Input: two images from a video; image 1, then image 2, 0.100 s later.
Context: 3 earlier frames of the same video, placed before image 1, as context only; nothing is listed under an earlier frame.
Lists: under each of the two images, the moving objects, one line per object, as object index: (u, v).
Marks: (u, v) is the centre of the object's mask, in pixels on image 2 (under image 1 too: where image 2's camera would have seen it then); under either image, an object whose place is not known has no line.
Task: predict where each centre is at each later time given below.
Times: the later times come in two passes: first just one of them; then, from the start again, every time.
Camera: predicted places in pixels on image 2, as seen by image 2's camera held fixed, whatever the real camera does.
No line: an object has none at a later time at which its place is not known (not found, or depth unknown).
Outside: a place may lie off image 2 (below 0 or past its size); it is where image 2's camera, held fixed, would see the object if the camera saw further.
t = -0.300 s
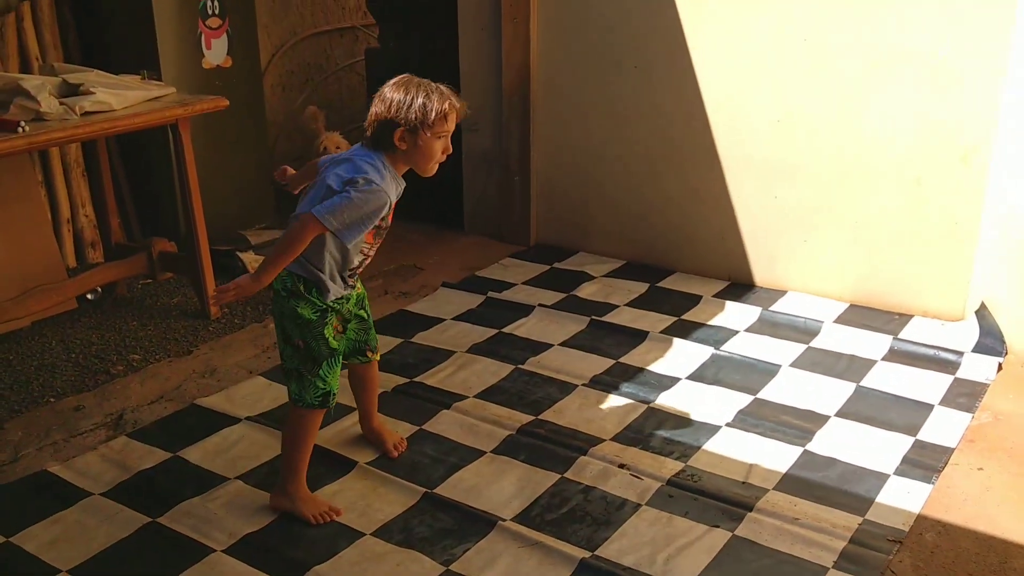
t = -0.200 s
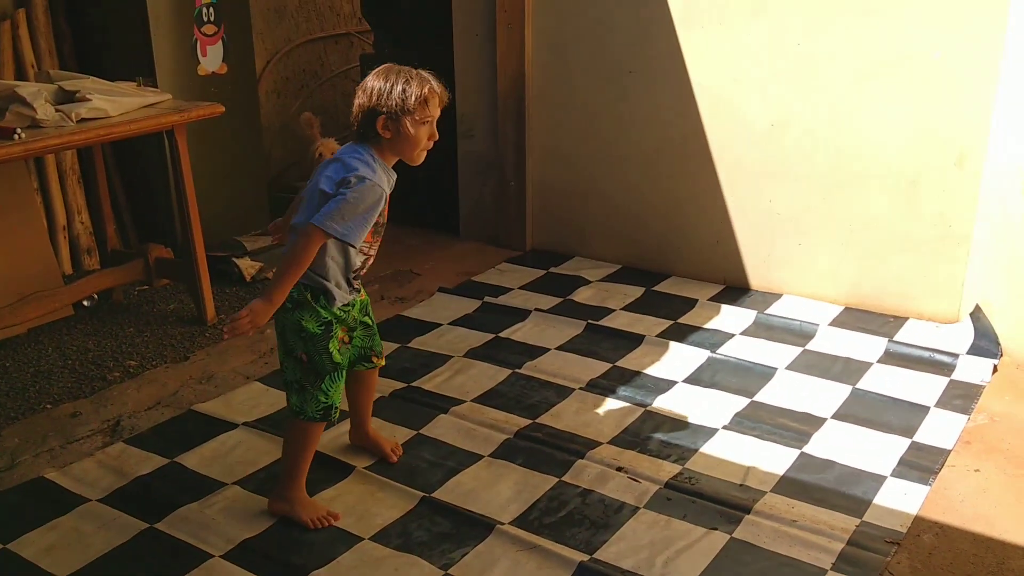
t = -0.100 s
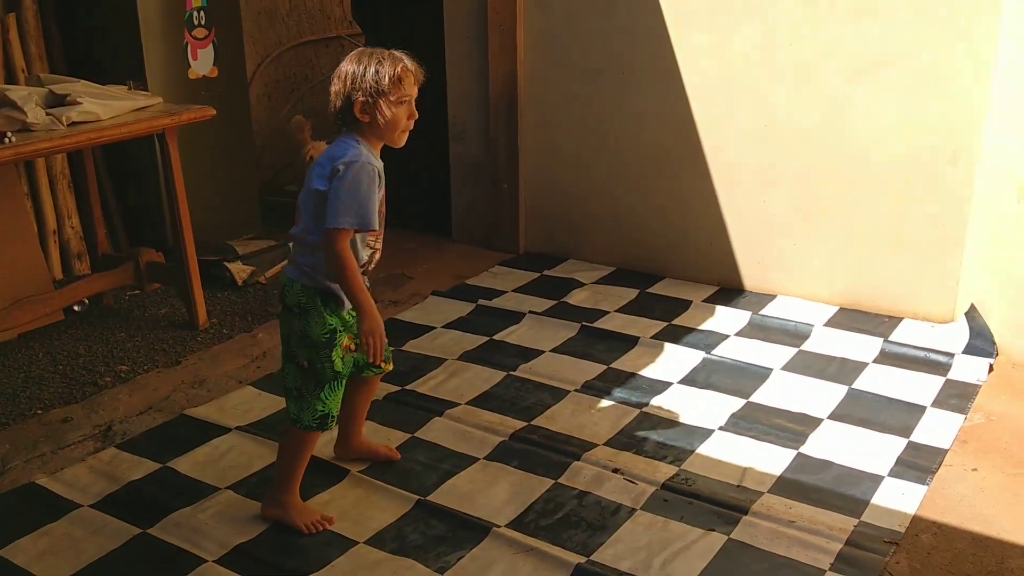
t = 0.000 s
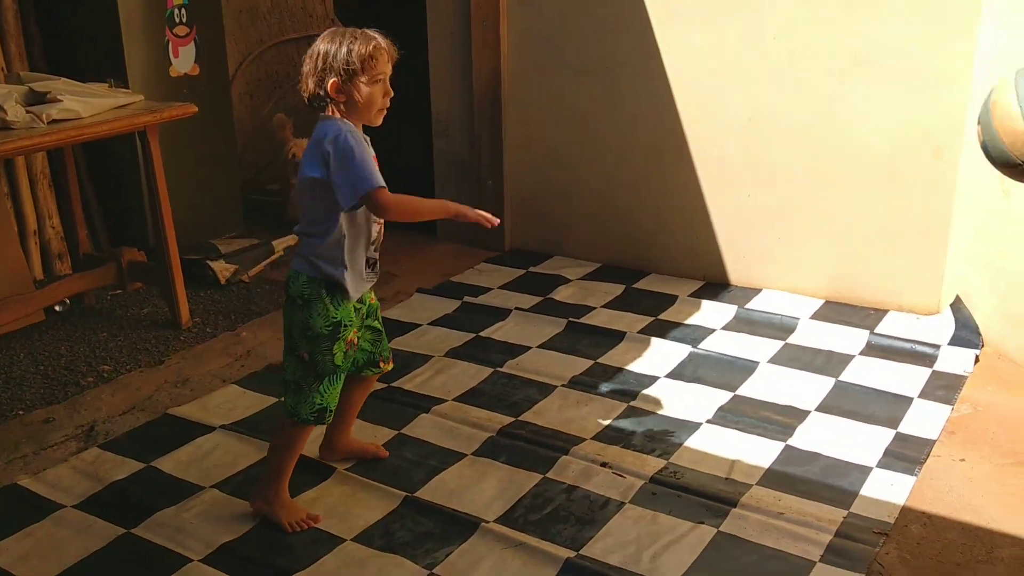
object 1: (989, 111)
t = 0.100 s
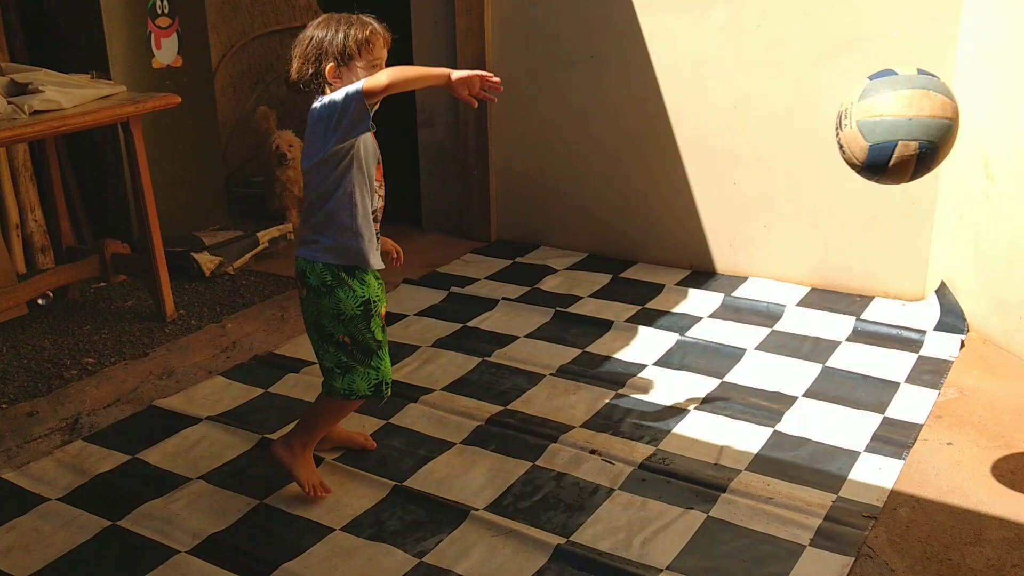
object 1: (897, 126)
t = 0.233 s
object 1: (743, 228)
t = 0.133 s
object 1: (857, 143)
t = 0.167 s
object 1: (818, 167)
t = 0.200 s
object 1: (780, 196)
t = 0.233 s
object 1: (743, 228)
